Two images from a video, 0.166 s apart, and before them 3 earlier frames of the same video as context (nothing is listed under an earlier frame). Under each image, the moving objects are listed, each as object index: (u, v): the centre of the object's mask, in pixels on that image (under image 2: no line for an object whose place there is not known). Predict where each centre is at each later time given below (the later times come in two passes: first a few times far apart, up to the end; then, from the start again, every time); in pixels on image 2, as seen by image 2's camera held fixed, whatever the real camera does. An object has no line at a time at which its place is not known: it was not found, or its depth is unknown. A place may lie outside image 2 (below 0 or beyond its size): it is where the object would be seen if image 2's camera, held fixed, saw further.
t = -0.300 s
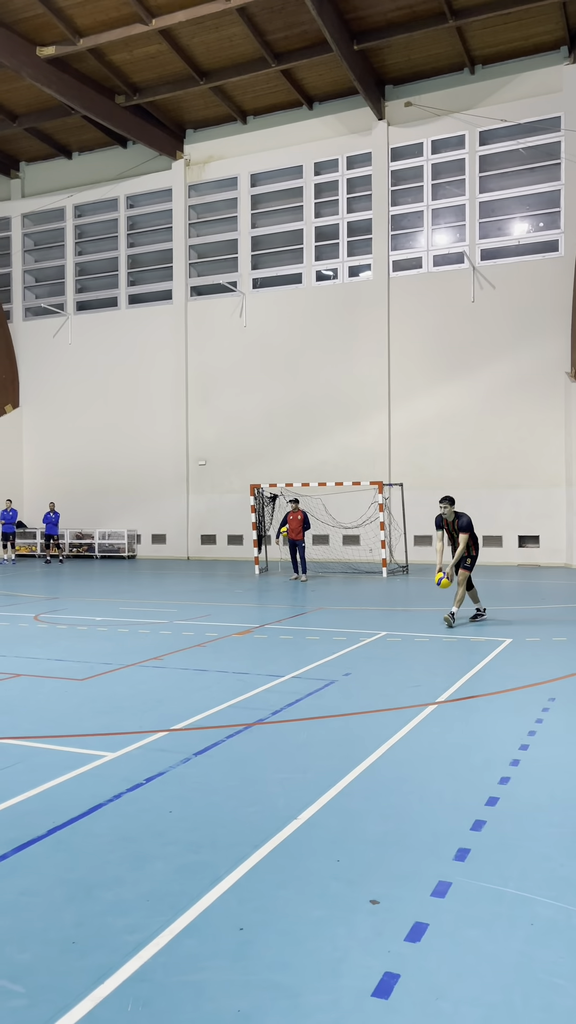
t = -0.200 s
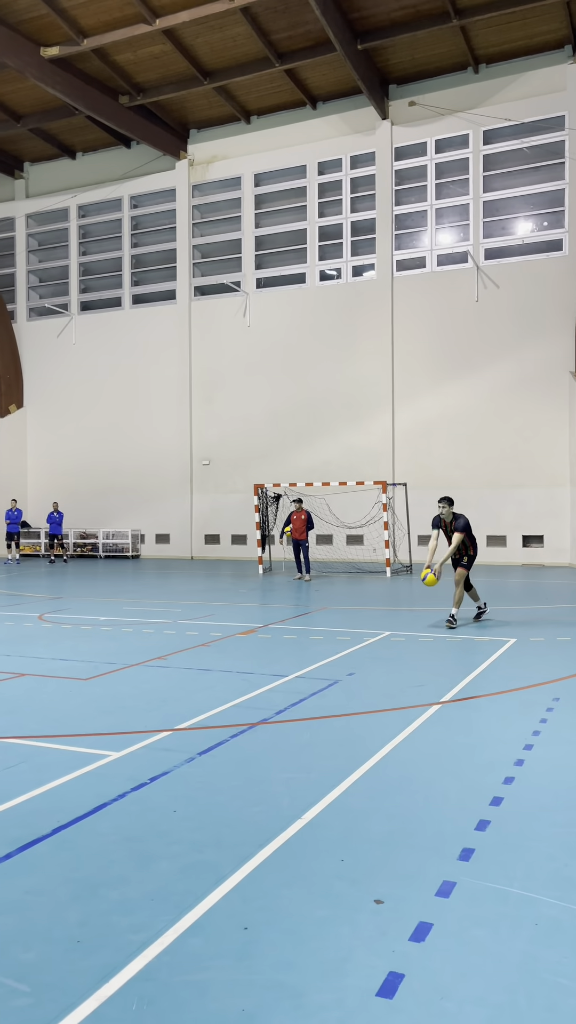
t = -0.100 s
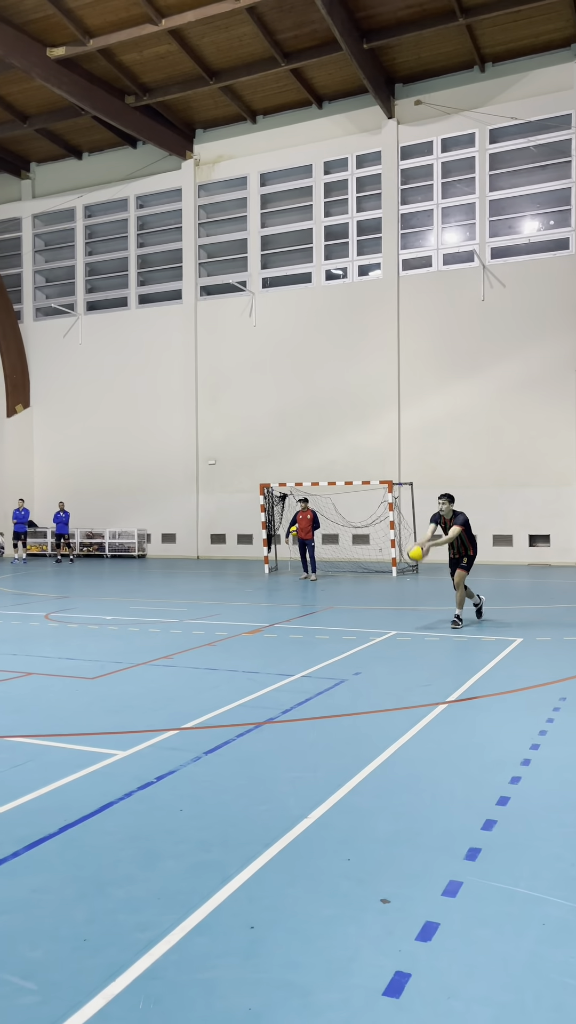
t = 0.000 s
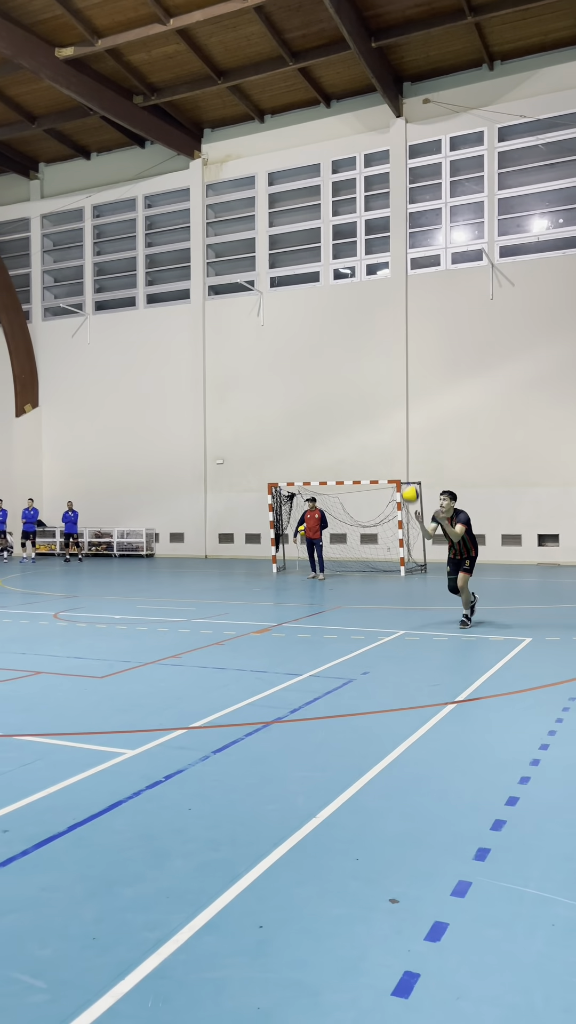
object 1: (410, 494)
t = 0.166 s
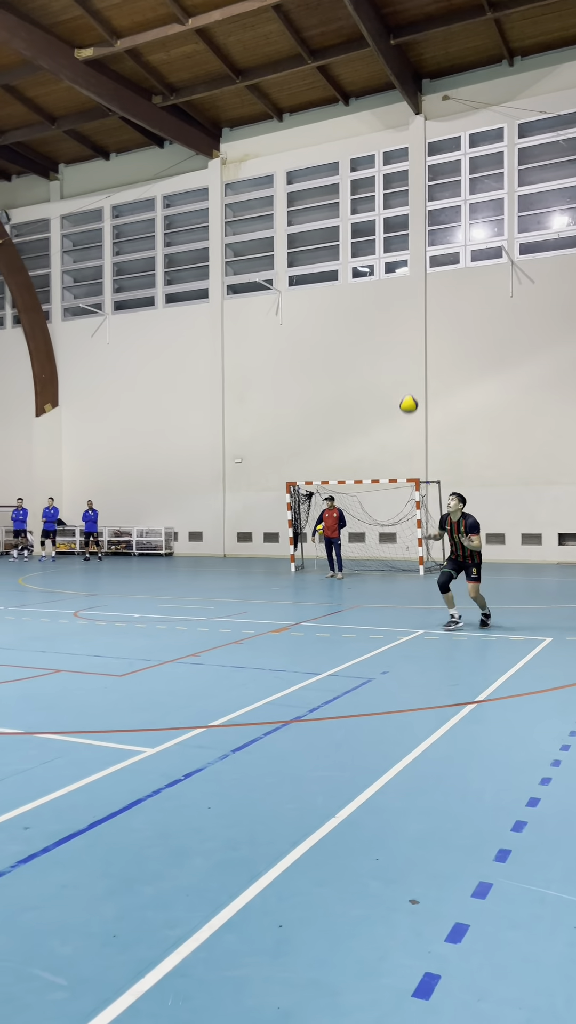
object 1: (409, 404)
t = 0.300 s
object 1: (392, 349)
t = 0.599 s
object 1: (354, 279)
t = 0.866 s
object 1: (315, 290)
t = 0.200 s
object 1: (405, 389)
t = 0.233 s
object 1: (401, 375)
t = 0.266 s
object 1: (396, 361)
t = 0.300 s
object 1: (392, 349)
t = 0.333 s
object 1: (388, 337)
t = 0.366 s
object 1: (384, 326)
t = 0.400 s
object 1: (380, 316)
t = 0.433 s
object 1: (376, 308)
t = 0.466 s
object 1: (371, 300)
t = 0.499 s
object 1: (367, 294)
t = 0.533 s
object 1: (362, 288)
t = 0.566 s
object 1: (358, 283)
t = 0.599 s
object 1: (354, 279)
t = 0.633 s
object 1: (349, 277)
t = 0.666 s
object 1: (344, 276)
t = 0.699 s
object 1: (339, 275)
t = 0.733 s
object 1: (334, 276)
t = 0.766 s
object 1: (329, 278)
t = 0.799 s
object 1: (325, 281)
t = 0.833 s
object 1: (320, 284)
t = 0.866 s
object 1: (315, 290)
